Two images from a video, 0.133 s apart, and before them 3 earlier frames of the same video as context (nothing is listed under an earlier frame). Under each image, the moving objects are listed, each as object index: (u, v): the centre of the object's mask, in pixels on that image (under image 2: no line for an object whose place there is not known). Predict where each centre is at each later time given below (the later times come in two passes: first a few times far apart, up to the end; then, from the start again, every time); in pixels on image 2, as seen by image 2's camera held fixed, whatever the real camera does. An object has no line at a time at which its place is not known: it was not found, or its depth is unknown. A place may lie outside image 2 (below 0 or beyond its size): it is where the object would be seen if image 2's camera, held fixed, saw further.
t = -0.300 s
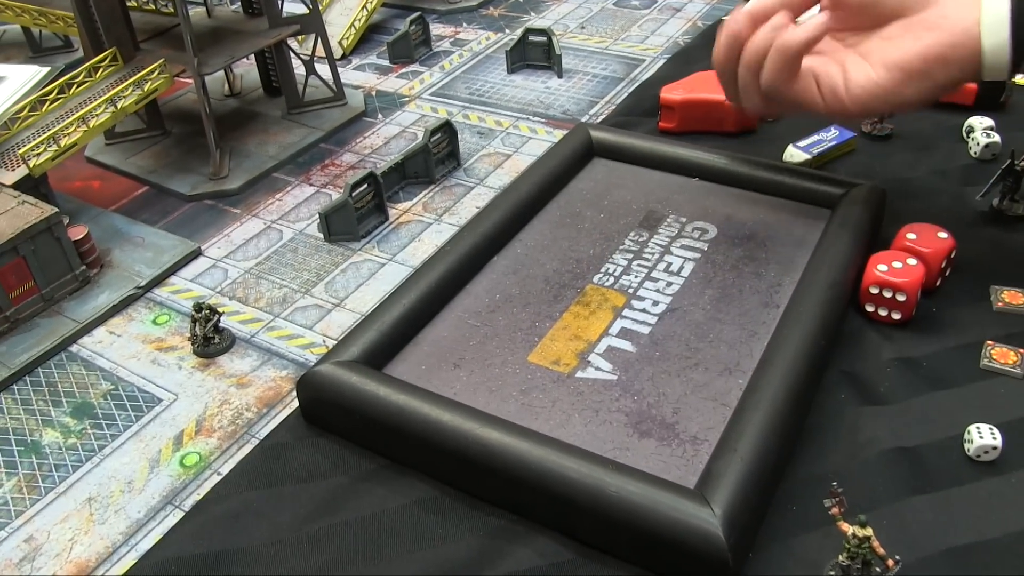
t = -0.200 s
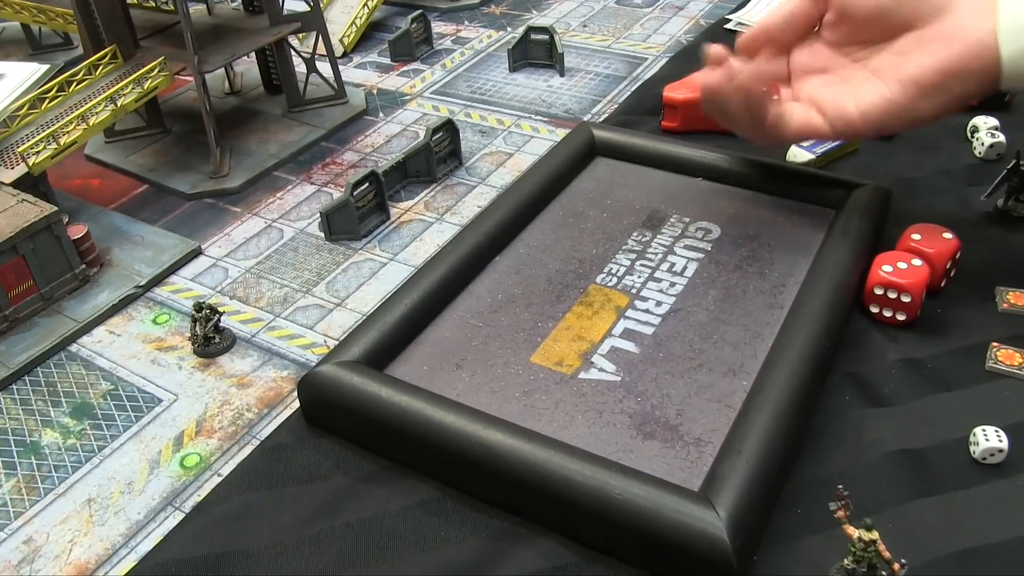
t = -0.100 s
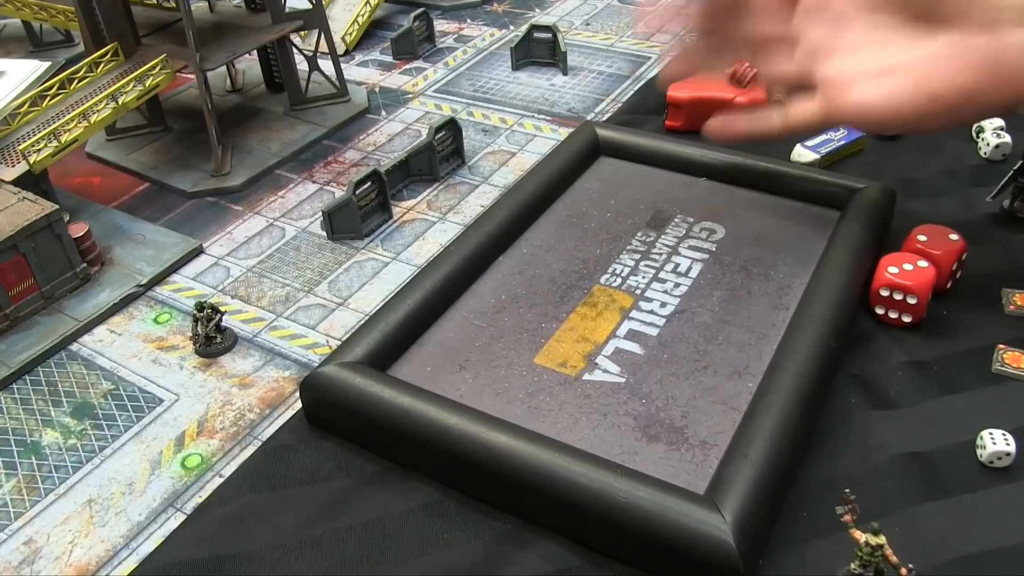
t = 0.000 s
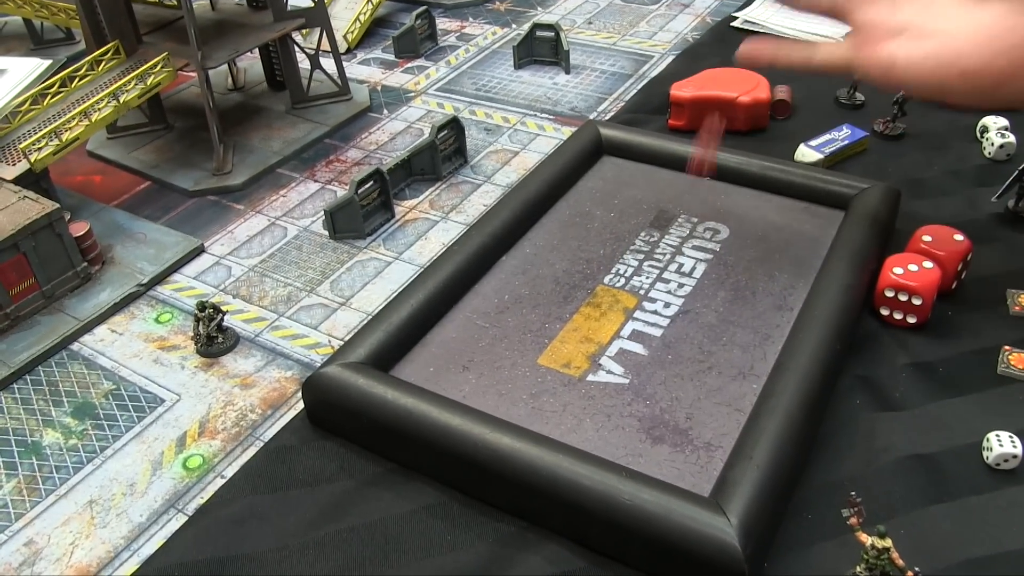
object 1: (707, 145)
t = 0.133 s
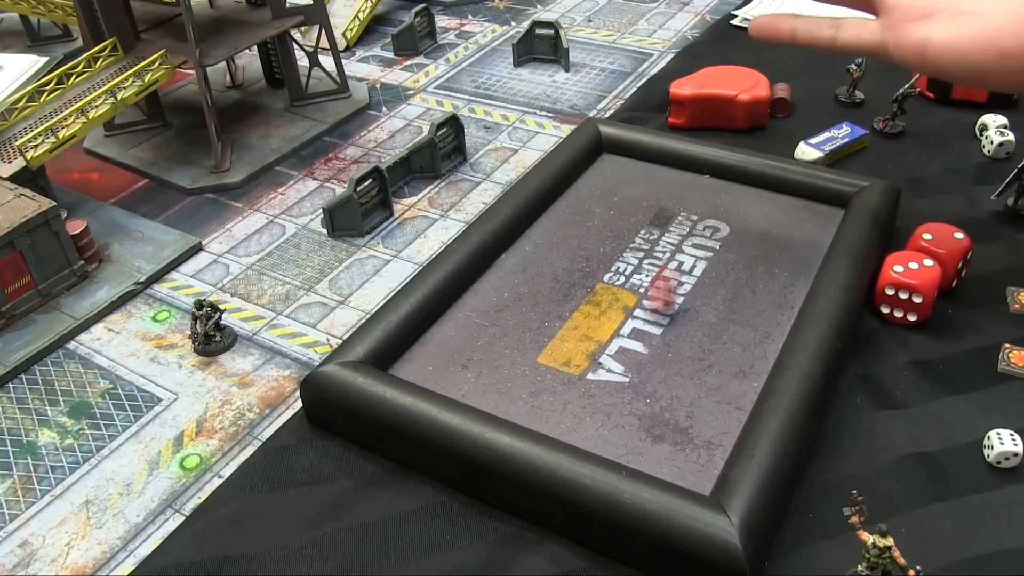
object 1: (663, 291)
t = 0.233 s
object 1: (667, 367)
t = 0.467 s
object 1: (684, 456)
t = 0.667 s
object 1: (645, 425)
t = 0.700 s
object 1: (642, 420)
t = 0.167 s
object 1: (661, 317)
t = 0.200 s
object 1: (664, 342)
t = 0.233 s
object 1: (667, 367)
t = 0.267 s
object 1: (675, 393)
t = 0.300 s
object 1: (679, 420)
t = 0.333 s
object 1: (685, 443)
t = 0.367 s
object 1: (686, 463)
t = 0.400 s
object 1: (696, 464)
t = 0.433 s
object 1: (695, 462)
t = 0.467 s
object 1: (684, 456)
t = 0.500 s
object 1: (671, 452)
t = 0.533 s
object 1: (664, 446)
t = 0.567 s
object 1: (660, 440)
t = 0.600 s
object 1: (653, 435)
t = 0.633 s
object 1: (648, 429)
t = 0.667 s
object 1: (645, 425)
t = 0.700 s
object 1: (642, 420)
